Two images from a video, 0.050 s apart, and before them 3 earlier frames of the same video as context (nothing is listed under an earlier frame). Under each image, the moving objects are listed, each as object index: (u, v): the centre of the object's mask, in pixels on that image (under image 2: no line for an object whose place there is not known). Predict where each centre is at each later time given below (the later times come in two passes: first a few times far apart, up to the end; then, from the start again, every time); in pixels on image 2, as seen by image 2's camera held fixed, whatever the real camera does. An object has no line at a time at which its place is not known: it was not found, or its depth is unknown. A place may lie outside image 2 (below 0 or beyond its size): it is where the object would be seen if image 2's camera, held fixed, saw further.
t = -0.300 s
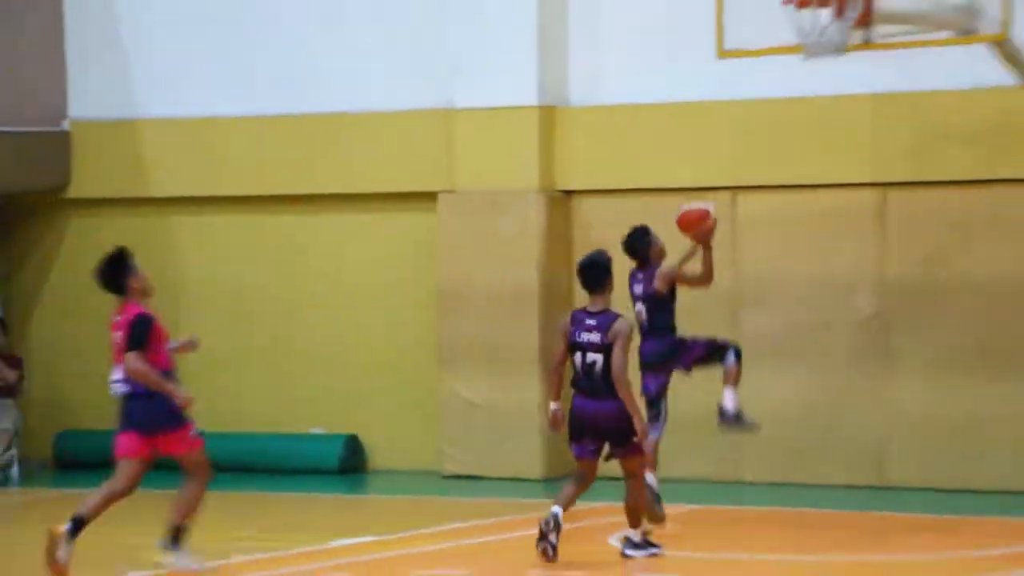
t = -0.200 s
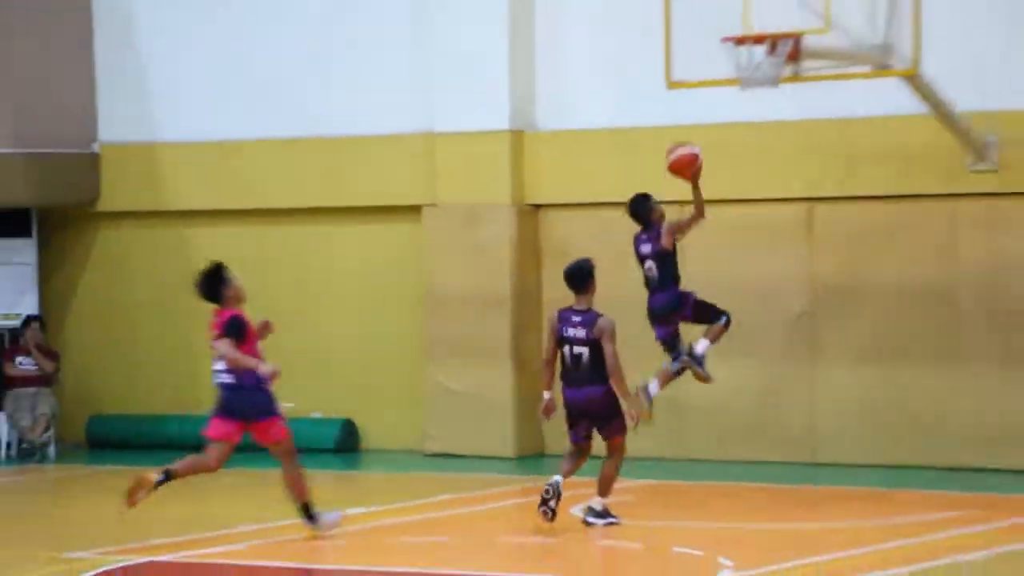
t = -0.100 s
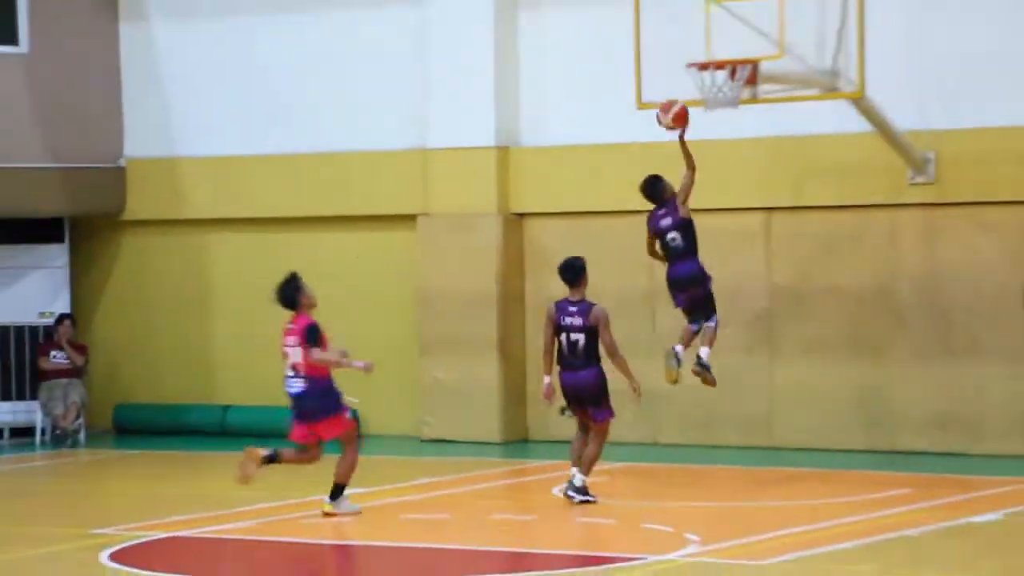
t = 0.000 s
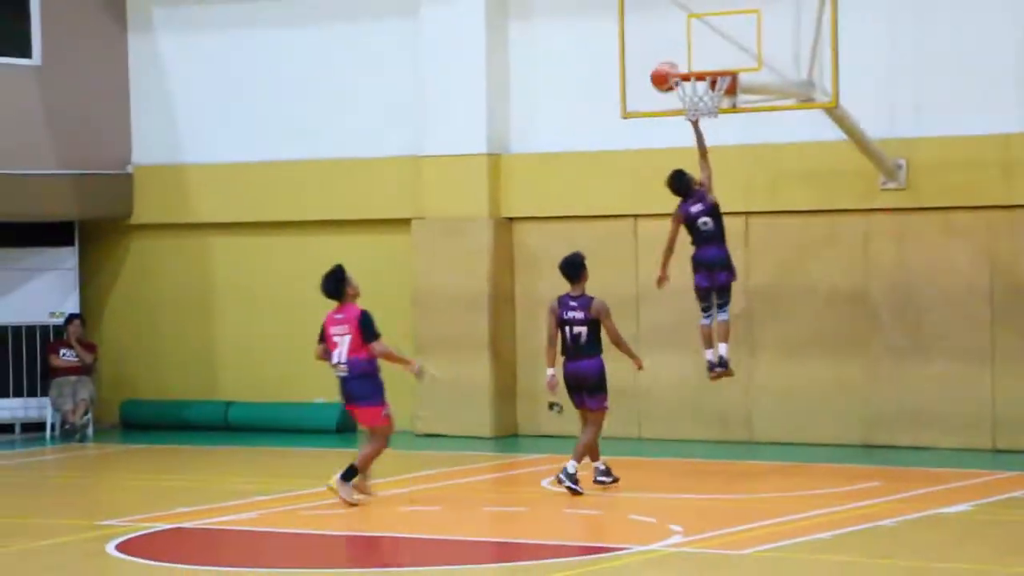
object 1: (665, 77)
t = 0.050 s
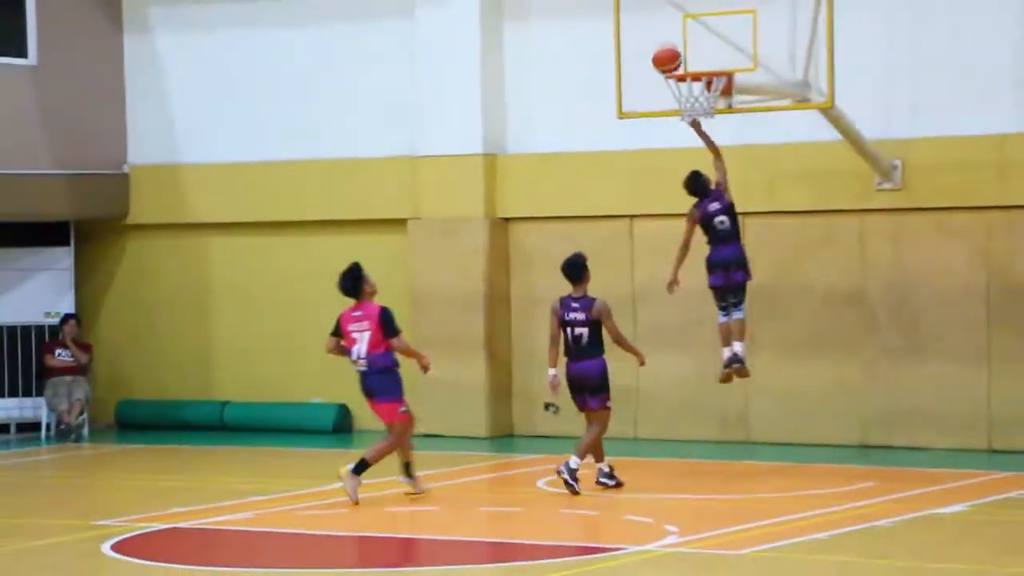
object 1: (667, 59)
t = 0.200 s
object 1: (675, 34)
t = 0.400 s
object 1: (684, 45)
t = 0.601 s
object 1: (696, 89)
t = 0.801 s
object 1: (702, 111)
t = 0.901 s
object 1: (700, 120)
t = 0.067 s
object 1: (670, 54)
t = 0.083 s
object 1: (671, 50)
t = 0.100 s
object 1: (671, 46)
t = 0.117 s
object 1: (671, 43)
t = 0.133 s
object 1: (672, 40)
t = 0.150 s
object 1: (673, 38)
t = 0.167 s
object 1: (673, 37)
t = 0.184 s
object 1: (674, 36)
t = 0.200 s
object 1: (675, 34)
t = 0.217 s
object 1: (676, 32)
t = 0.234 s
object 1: (677, 31)
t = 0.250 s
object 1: (677, 31)
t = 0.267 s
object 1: (678, 31)
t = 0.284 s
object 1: (679, 32)
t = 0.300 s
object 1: (679, 32)
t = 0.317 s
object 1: (680, 33)
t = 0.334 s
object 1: (681, 35)
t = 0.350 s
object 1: (682, 36)
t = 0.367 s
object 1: (683, 39)
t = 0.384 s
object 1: (684, 42)
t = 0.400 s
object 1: (684, 45)
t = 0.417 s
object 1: (685, 48)
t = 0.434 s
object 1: (686, 52)
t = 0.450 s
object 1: (687, 56)
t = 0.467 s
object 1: (689, 61)
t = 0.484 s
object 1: (690, 63)
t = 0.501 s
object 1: (692, 69)
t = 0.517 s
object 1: (692, 76)
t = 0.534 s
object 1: (692, 82)
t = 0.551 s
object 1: (694, 88)
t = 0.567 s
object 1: (694, 90)
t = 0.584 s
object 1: (694, 91)
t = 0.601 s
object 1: (696, 89)
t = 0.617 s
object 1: (696, 89)
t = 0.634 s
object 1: (697, 89)
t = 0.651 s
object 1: (698, 89)
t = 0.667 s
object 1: (697, 96)
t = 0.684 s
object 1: (697, 97)
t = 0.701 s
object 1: (698, 98)
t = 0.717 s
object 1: (698, 99)
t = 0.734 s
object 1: (700, 101)
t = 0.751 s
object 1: (703, 107)
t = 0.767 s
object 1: (703, 107)
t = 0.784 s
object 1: (704, 109)
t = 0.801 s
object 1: (702, 111)
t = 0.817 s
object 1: (702, 111)
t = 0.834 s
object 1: (702, 112)
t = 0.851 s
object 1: (702, 114)
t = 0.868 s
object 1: (702, 121)
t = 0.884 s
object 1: (702, 122)
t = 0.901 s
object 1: (700, 120)
